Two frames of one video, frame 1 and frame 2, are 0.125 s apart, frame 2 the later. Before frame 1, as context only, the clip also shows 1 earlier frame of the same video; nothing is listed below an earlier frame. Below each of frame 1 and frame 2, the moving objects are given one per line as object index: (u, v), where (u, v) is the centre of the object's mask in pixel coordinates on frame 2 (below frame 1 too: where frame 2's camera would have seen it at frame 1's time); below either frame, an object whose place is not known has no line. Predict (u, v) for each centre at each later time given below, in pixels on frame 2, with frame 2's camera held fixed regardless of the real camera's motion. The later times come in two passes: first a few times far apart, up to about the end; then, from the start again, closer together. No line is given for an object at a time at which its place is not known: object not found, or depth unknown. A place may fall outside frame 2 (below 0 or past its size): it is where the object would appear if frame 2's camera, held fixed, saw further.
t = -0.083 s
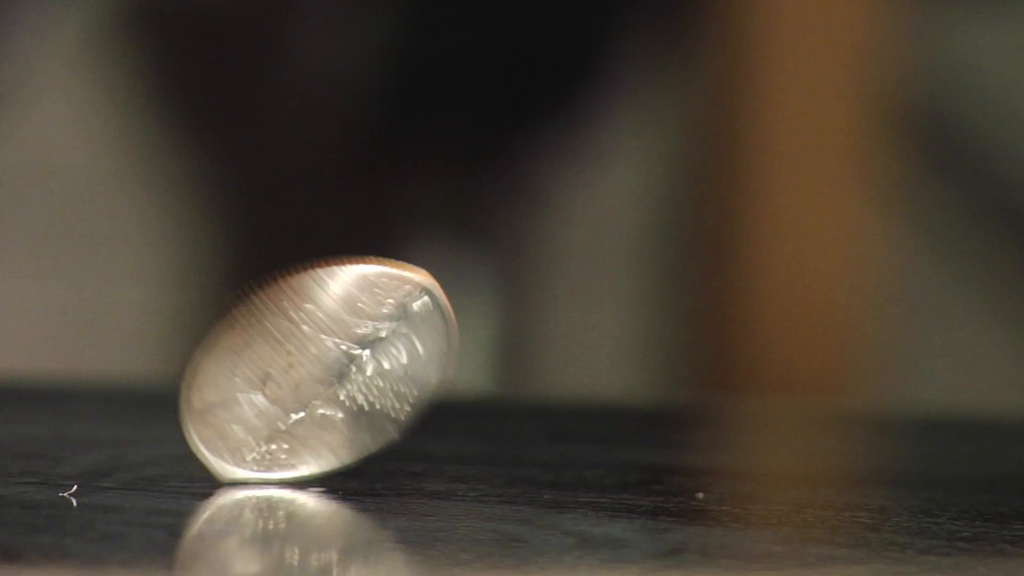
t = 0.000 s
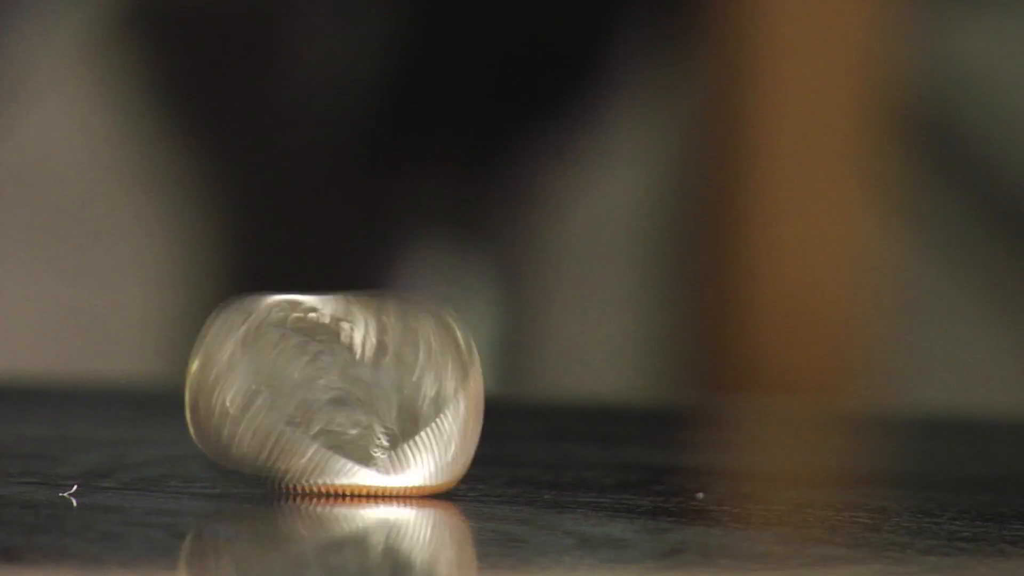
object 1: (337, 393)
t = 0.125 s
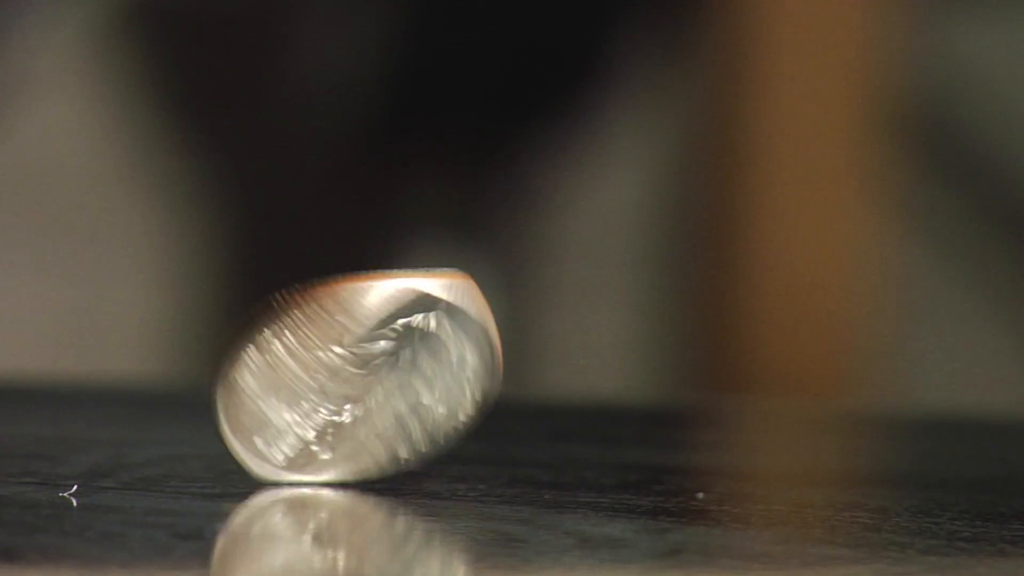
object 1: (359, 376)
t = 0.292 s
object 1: (370, 389)
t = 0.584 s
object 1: (341, 386)
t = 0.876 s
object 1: (303, 388)
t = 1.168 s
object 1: (311, 389)
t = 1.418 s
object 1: (342, 396)
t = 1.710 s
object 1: (337, 405)
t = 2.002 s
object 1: (311, 413)
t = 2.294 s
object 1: (331, 404)
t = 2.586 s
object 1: (335, 414)
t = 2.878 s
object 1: (318, 422)
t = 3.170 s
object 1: (311, 425)
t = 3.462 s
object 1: (327, 429)
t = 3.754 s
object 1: (316, 432)
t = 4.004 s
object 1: (348, 423)
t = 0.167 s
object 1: (367, 379)
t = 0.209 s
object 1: (371, 388)
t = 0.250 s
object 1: (370, 393)
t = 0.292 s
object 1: (370, 389)
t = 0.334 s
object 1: (370, 386)
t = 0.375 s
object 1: (368, 379)
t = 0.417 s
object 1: (364, 380)
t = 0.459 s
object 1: (363, 383)
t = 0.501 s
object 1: (371, 391)
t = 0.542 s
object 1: (347, 394)
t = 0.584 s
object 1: (341, 386)
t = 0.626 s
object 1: (333, 382)
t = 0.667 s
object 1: (330, 381)
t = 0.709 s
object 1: (329, 387)
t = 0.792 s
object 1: (315, 398)
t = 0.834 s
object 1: (305, 391)
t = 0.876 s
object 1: (303, 388)
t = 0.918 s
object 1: (320, 385)
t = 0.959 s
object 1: (300, 391)
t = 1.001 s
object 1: (304, 397)
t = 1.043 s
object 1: (305, 402)
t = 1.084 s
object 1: (304, 400)
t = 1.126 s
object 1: (339, 380)
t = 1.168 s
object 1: (311, 389)
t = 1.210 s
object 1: (318, 394)
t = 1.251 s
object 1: (327, 406)
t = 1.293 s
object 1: (325, 407)
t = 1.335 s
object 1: (334, 396)
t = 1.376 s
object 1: (336, 395)
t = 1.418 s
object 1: (342, 396)
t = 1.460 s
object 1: (344, 404)
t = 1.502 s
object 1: (342, 408)
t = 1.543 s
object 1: (344, 405)
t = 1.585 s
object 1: (346, 403)
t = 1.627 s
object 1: (343, 400)
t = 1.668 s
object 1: (341, 400)
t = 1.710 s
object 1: (337, 405)
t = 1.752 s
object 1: (331, 409)
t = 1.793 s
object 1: (332, 409)
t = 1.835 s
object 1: (324, 402)
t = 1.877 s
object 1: (320, 402)
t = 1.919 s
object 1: (323, 403)
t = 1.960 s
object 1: (313, 409)
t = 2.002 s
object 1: (311, 413)
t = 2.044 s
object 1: (310, 409)
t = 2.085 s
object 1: (311, 407)
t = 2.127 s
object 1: (312, 403)
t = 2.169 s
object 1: (311, 409)
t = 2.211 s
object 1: (314, 418)
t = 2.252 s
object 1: (313, 416)
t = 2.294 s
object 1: (331, 404)
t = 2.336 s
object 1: (319, 406)
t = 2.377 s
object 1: (319, 409)
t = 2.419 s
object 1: (329, 419)
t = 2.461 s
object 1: (327, 421)
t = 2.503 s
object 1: (331, 413)
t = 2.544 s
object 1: (332, 411)
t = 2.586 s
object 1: (335, 414)
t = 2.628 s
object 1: (333, 418)
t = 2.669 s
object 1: (340, 416)
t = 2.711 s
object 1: (331, 418)
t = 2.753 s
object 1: (328, 416)
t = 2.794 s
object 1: (327, 415)
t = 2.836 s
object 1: (324, 419)
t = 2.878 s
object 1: (318, 422)
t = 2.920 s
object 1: (318, 422)
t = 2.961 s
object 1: (314, 417)
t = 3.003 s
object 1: (314, 418)
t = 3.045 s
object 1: (310, 420)
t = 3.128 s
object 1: (311, 425)
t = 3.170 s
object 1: (311, 425)
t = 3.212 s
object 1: (314, 419)
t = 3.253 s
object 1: (314, 421)
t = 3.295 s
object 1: (321, 430)
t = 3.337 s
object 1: (320, 431)
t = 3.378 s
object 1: (323, 424)
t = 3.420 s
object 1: (321, 423)
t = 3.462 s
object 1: (327, 429)
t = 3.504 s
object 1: (326, 431)
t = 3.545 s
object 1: (324, 431)
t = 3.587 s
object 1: (320, 430)
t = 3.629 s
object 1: (324, 427)
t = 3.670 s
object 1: (323, 429)
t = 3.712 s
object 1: (317, 434)
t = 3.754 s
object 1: (316, 432)
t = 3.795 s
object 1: (315, 430)
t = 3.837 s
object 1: (320, 430)
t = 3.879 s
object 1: (309, 432)
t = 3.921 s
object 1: (313, 437)
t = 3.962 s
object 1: (313, 436)
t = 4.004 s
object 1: (348, 423)
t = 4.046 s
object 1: (309, 432)
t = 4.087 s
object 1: (318, 439)
